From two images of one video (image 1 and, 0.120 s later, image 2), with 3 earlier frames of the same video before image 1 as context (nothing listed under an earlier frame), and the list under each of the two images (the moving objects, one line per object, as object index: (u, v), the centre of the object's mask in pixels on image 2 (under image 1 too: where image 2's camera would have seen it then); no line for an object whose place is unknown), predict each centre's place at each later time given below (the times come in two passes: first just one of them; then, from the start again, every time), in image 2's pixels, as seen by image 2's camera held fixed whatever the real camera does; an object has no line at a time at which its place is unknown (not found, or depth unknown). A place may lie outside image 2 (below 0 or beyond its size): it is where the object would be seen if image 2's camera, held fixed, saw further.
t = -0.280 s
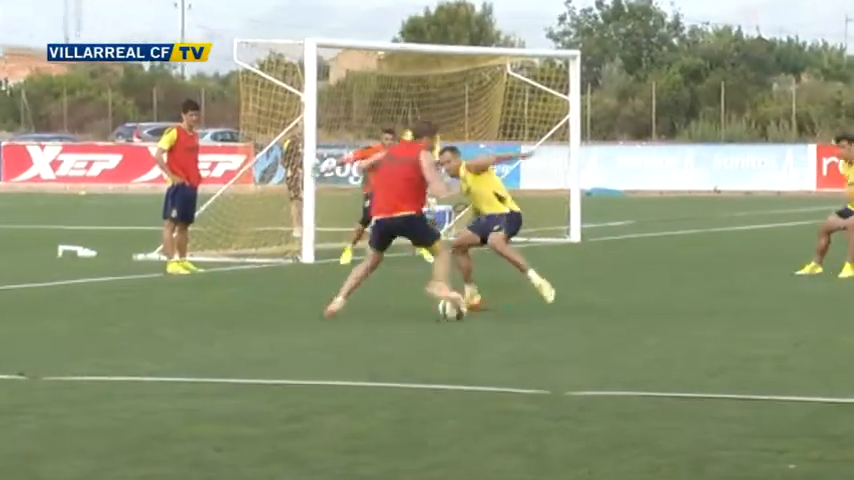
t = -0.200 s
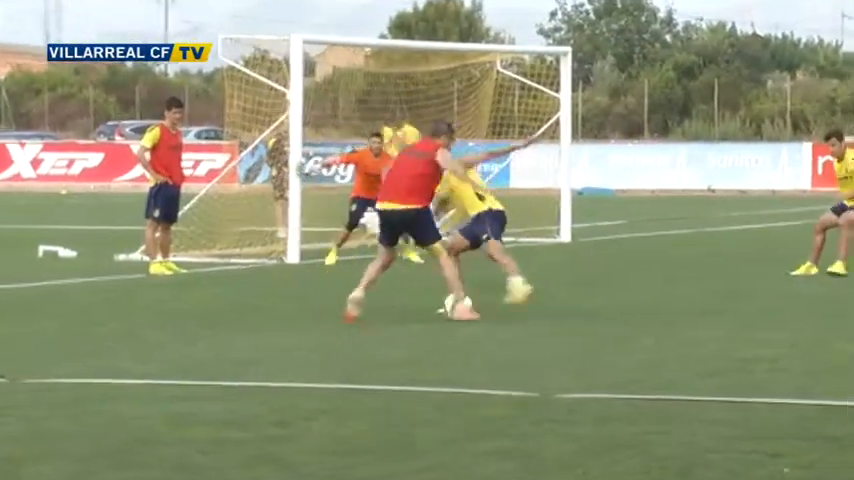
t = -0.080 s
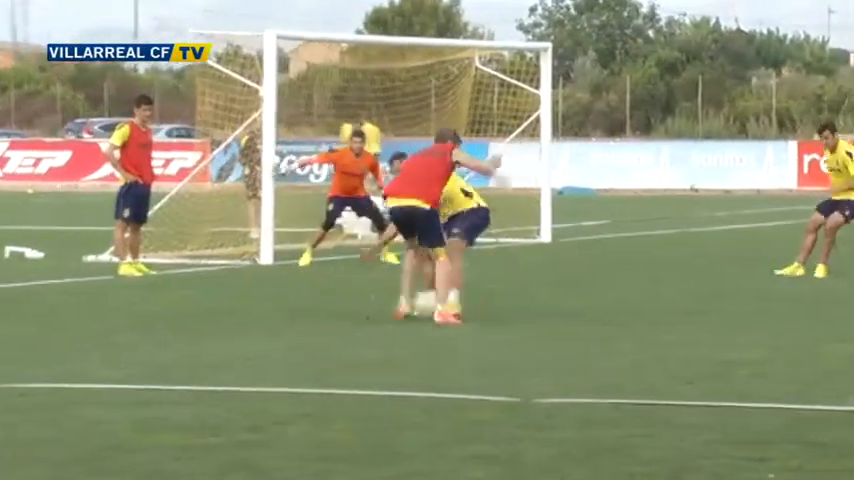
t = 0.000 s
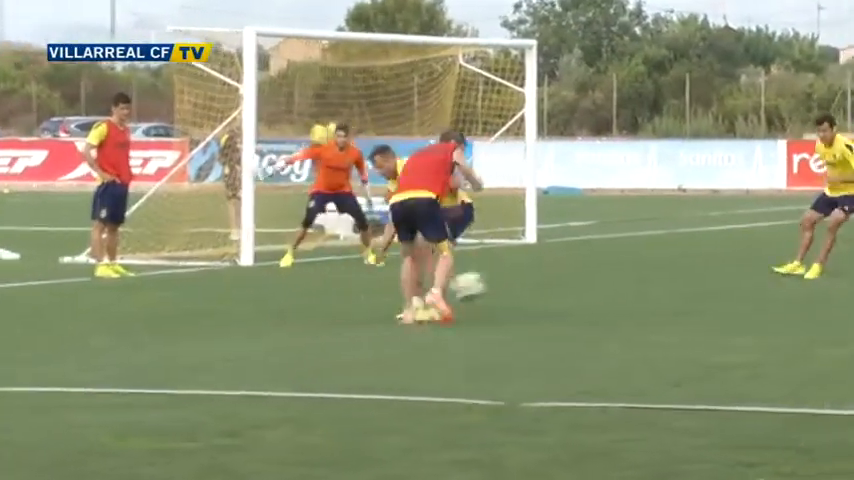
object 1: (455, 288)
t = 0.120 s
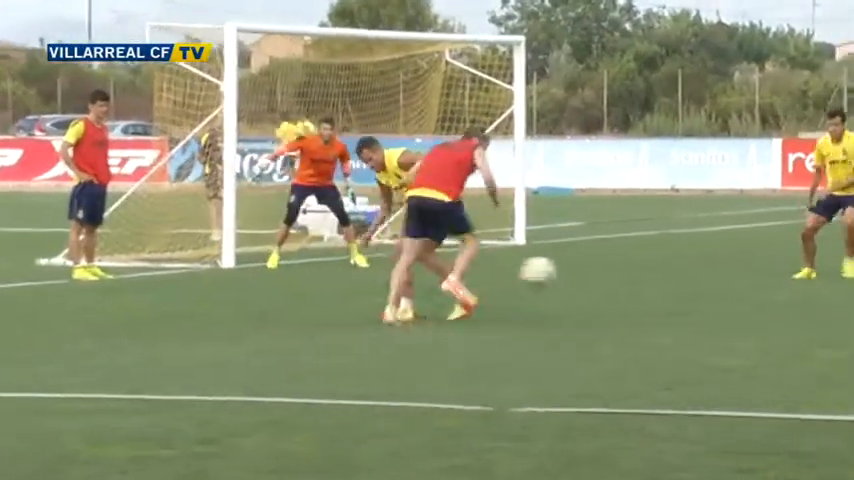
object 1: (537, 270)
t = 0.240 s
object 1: (620, 275)
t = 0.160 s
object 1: (566, 269)
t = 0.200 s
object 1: (591, 271)
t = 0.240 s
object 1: (620, 275)
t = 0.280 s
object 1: (646, 279)
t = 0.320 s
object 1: (674, 288)
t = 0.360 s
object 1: (700, 296)
